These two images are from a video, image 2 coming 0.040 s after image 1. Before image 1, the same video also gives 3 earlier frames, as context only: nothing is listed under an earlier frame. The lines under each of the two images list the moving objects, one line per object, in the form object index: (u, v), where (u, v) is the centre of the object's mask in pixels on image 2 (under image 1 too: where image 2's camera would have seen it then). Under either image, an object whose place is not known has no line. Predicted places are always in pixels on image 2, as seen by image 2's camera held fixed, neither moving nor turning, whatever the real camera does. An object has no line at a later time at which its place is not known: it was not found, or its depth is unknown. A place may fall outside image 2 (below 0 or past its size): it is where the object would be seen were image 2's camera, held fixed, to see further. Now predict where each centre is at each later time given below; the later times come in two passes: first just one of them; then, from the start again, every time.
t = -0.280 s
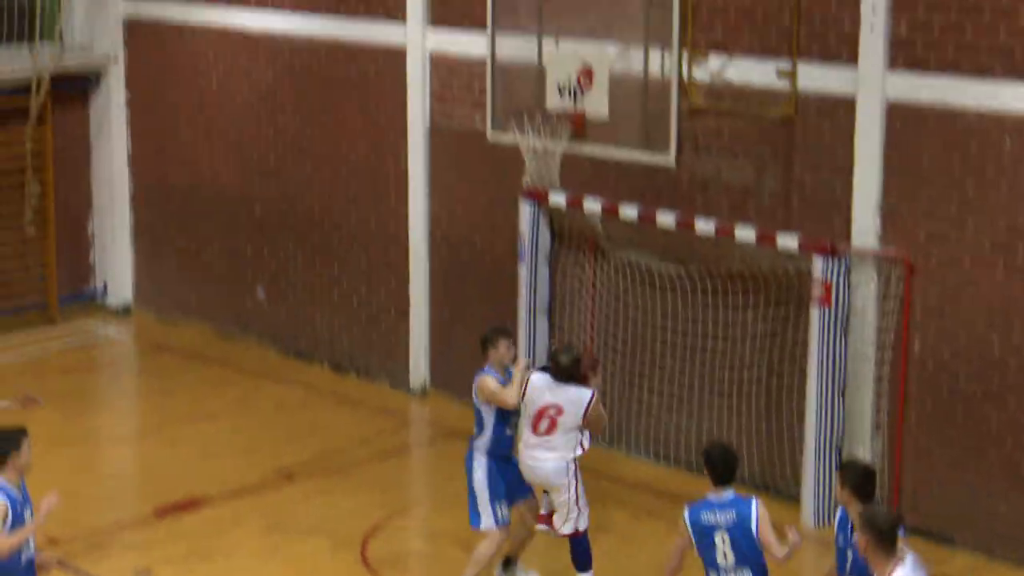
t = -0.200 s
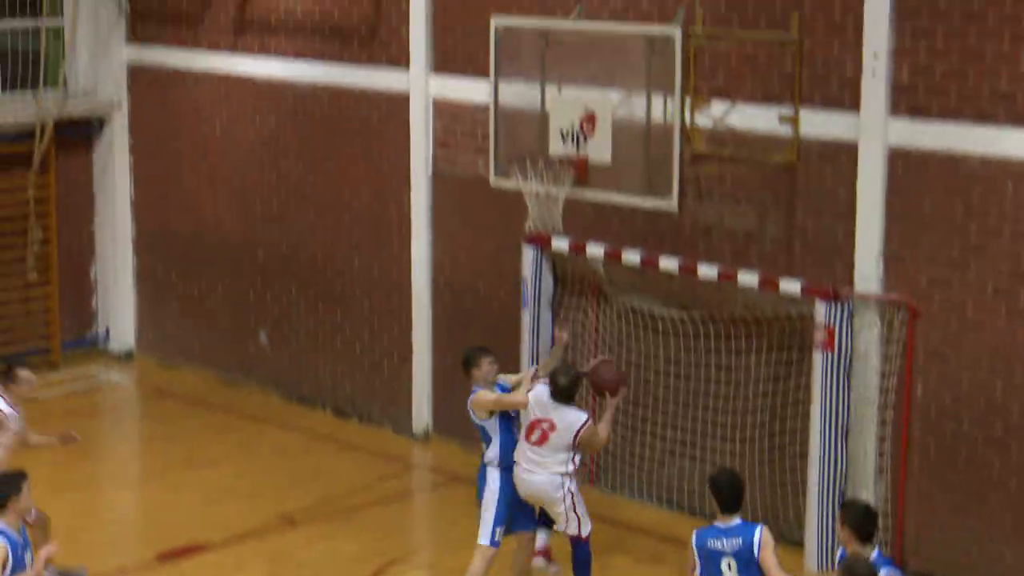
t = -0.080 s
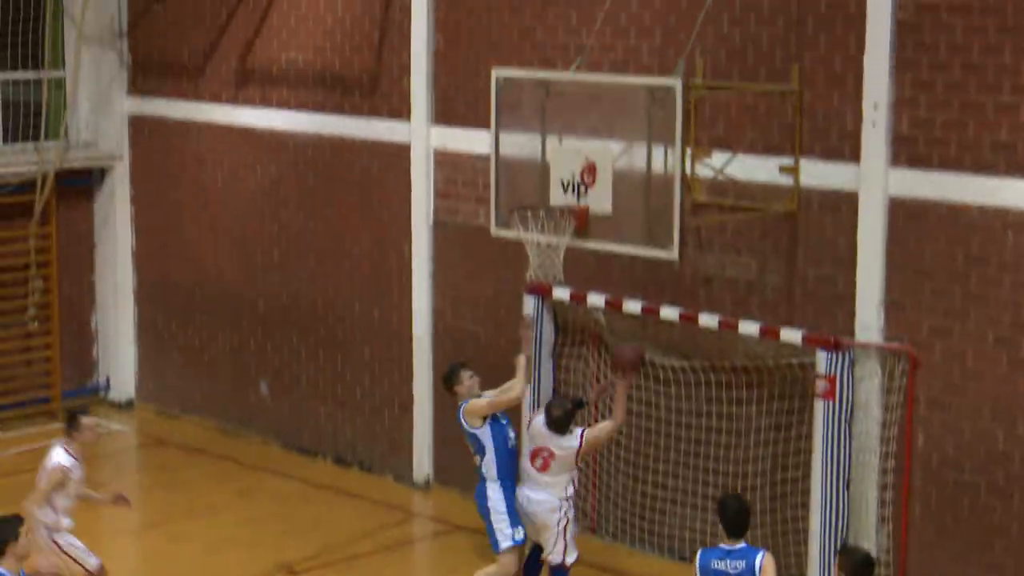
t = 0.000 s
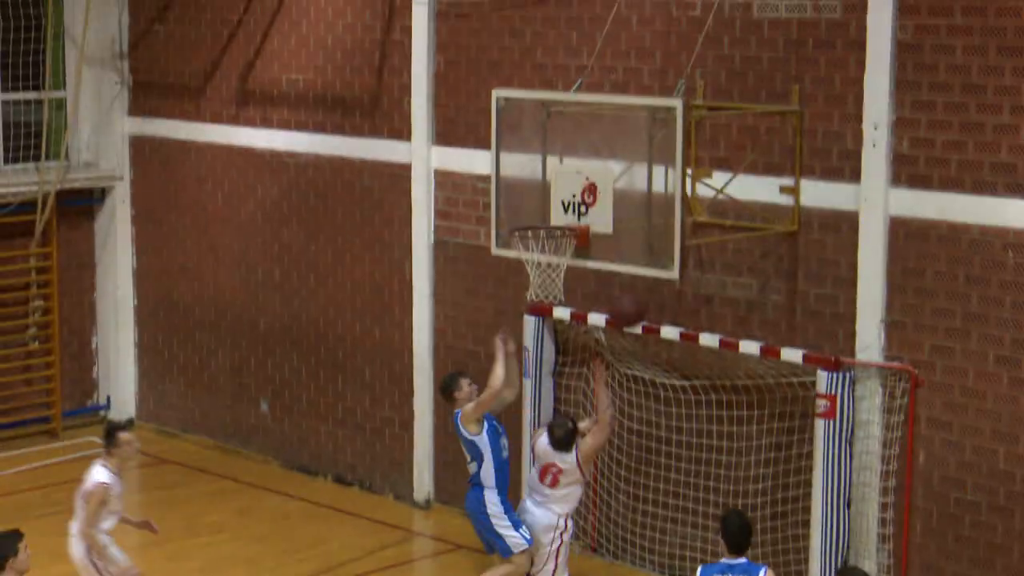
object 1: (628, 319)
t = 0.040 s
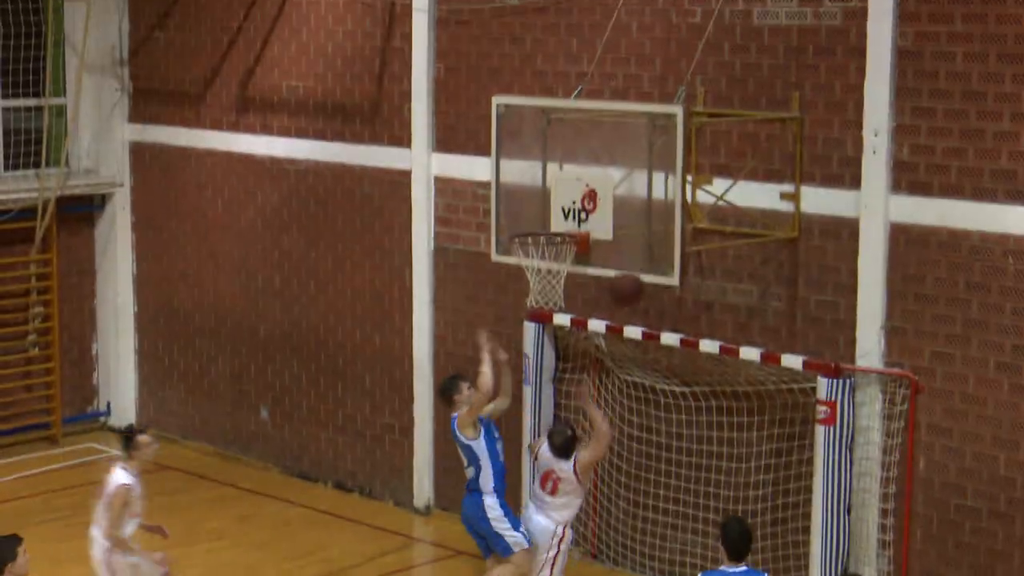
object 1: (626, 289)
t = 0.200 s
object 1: (623, 197)
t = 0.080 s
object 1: (625, 261)
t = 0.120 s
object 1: (624, 238)
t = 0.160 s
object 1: (623, 216)
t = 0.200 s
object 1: (623, 197)
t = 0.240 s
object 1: (622, 180)
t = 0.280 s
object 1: (621, 167)
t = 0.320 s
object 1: (615, 158)
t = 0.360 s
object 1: (605, 155)
